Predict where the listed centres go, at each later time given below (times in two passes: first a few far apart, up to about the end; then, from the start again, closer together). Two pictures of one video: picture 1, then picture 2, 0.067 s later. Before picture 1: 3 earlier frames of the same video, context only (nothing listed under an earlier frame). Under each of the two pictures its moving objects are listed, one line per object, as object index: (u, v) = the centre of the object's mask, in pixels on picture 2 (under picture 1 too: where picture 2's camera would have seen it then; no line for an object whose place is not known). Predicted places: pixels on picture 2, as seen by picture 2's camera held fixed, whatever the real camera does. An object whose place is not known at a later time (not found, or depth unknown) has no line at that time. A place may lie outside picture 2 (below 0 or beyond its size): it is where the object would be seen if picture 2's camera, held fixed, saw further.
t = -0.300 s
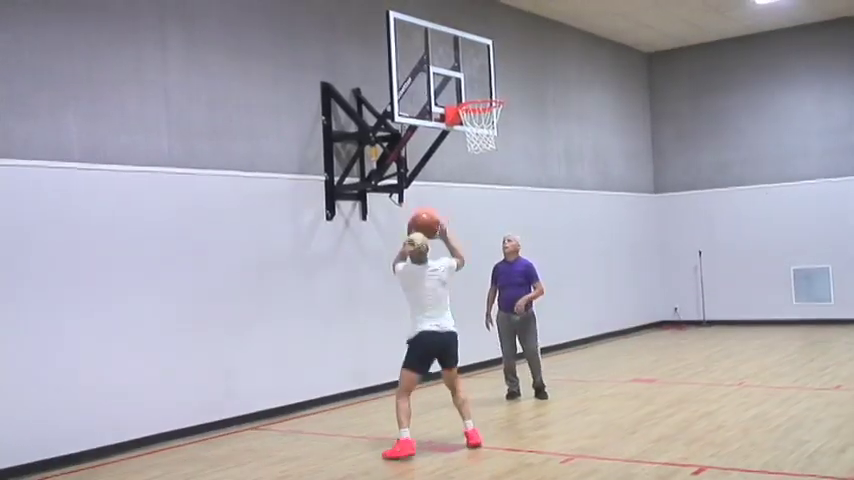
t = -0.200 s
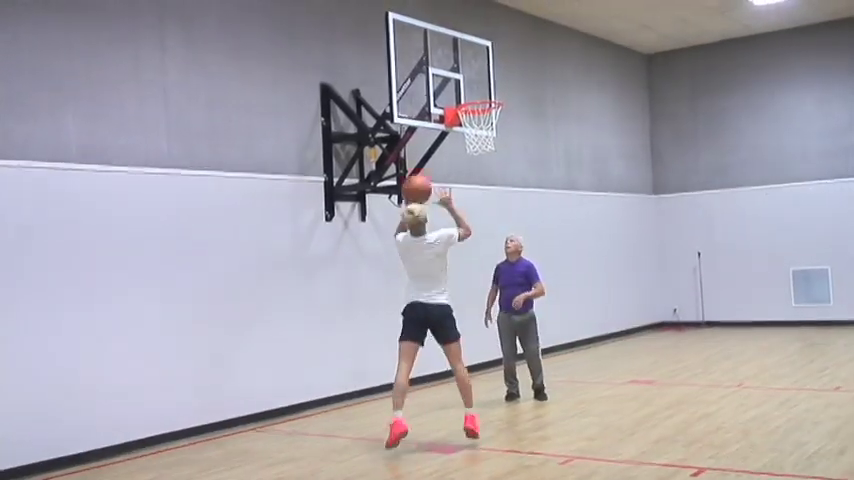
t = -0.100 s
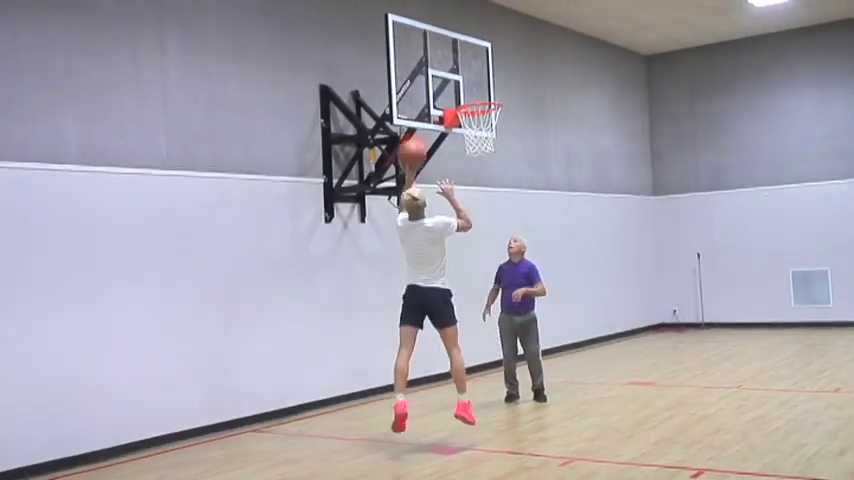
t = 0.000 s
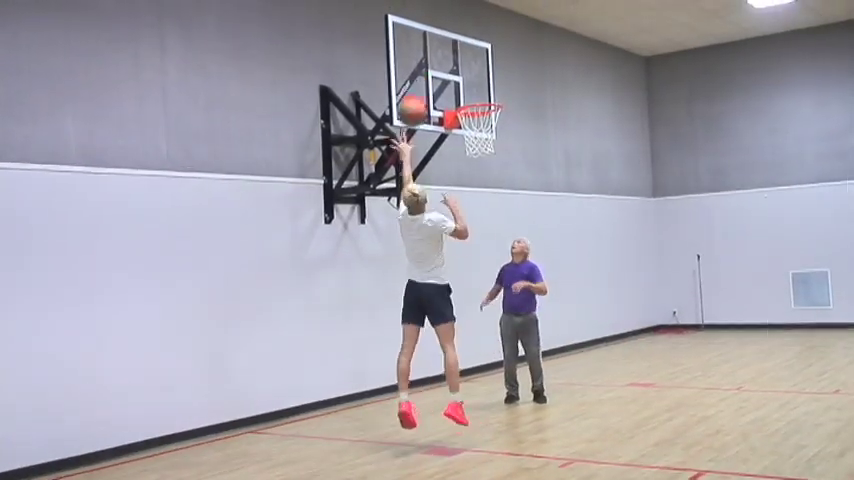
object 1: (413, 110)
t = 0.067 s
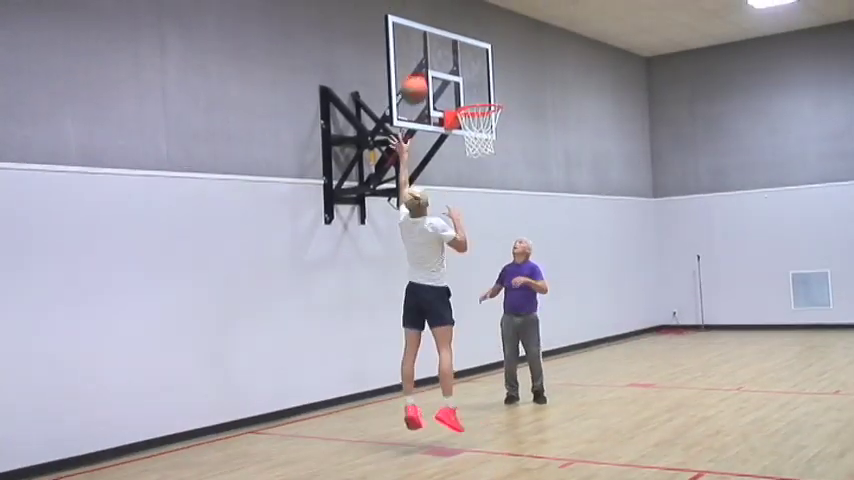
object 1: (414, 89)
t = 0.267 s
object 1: (422, 56)
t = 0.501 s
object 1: (442, 65)
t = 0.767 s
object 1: (494, 124)
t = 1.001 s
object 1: (500, 165)
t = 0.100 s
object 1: (415, 80)
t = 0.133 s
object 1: (417, 72)
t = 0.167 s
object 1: (418, 66)
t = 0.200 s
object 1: (419, 61)
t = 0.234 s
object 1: (421, 58)
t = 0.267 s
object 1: (422, 56)
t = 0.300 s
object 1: (423, 55)
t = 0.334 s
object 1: (424, 55)
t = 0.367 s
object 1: (426, 55)
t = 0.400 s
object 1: (427, 57)
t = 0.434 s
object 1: (429, 59)
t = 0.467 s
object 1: (436, 61)
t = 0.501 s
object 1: (442, 65)
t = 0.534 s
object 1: (448, 69)
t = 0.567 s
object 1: (456, 73)
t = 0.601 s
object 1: (461, 79)
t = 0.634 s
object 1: (468, 87)
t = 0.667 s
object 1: (474, 95)
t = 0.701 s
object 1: (481, 101)
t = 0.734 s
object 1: (487, 117)
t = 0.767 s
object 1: (494, 124)
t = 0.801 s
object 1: (497, 133)
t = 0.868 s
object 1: (498, 143)
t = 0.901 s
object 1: (499, 145)
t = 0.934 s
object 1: (499, 151)
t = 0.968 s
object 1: (499, 158)
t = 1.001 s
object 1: (500, 165)
